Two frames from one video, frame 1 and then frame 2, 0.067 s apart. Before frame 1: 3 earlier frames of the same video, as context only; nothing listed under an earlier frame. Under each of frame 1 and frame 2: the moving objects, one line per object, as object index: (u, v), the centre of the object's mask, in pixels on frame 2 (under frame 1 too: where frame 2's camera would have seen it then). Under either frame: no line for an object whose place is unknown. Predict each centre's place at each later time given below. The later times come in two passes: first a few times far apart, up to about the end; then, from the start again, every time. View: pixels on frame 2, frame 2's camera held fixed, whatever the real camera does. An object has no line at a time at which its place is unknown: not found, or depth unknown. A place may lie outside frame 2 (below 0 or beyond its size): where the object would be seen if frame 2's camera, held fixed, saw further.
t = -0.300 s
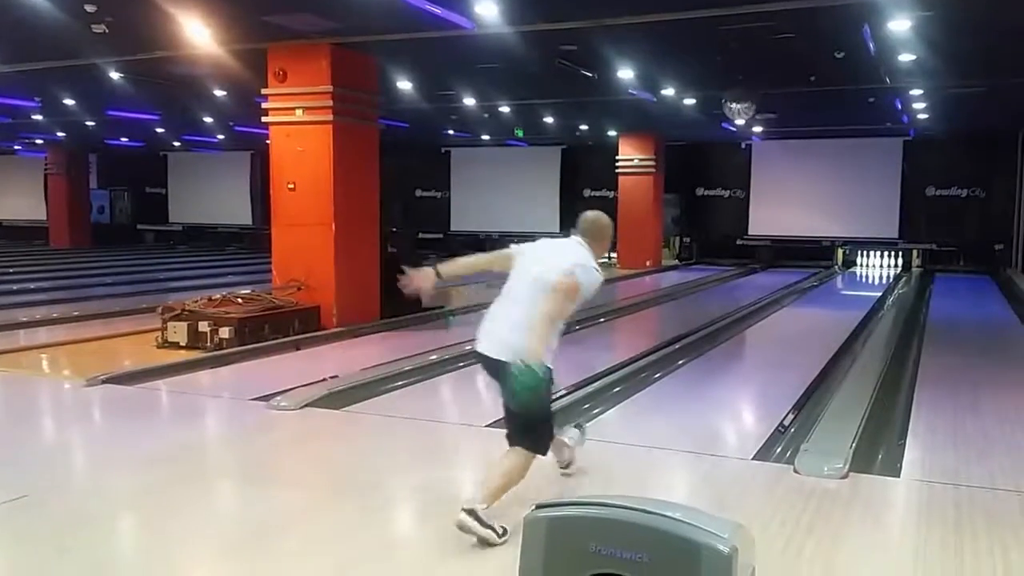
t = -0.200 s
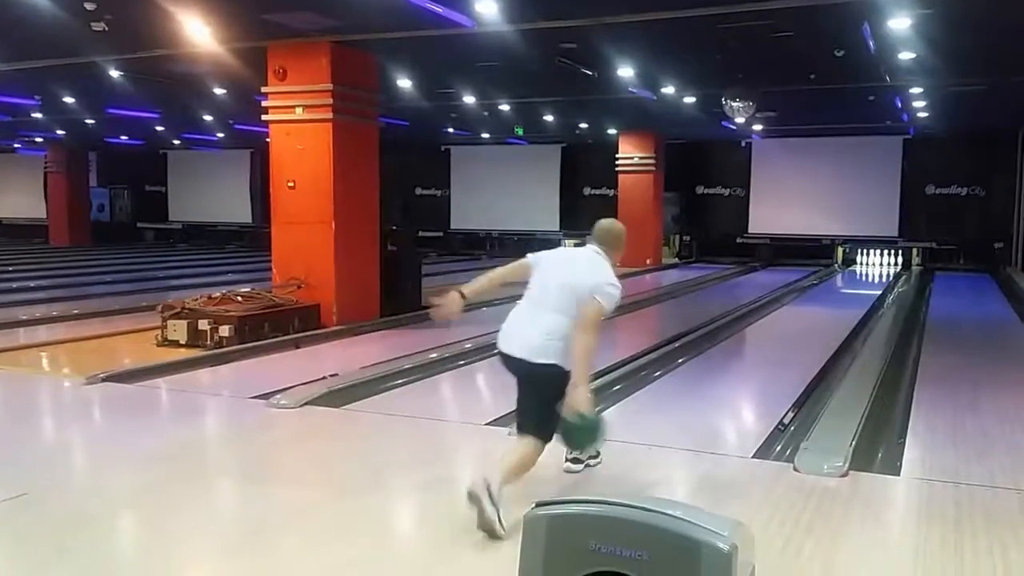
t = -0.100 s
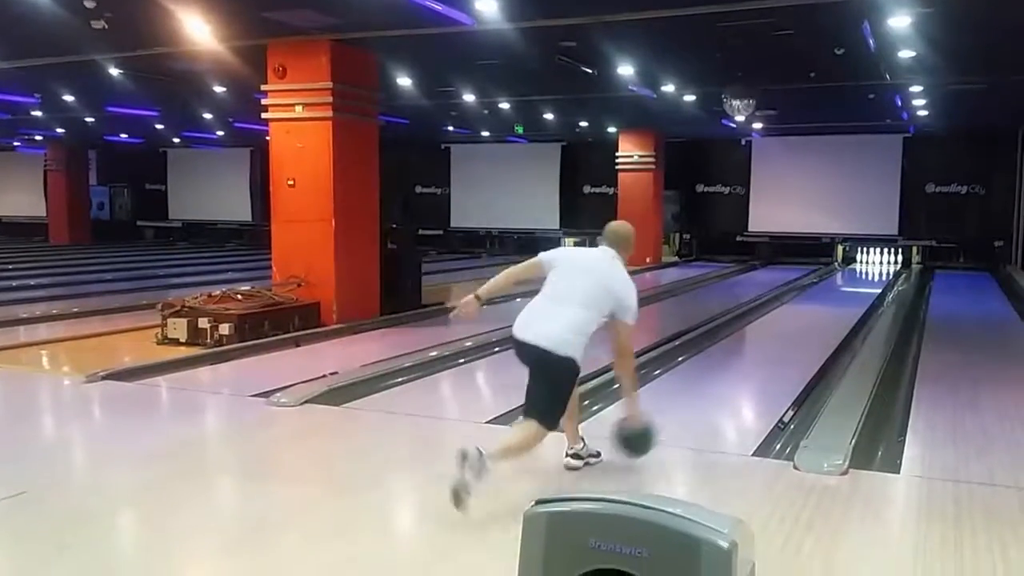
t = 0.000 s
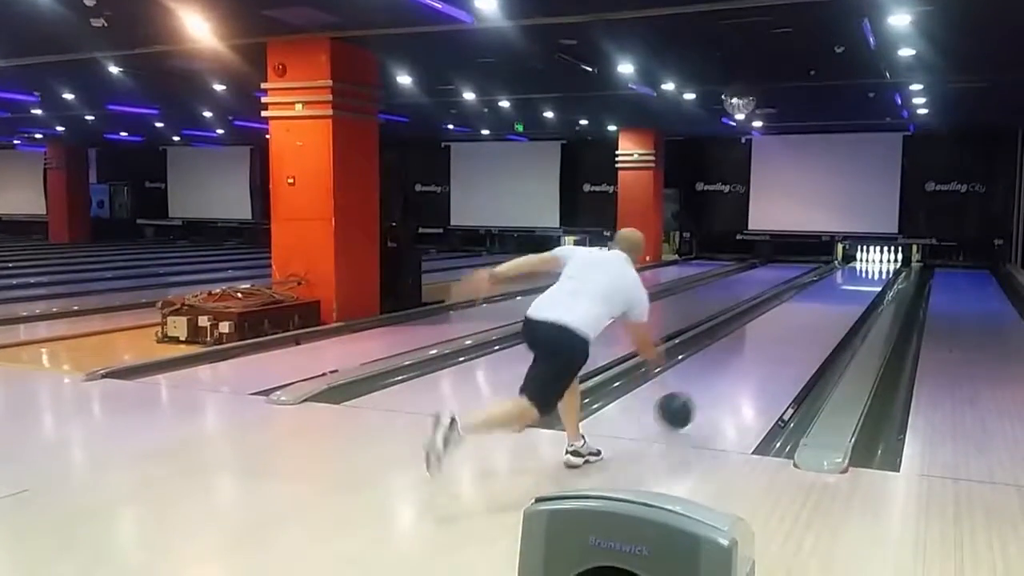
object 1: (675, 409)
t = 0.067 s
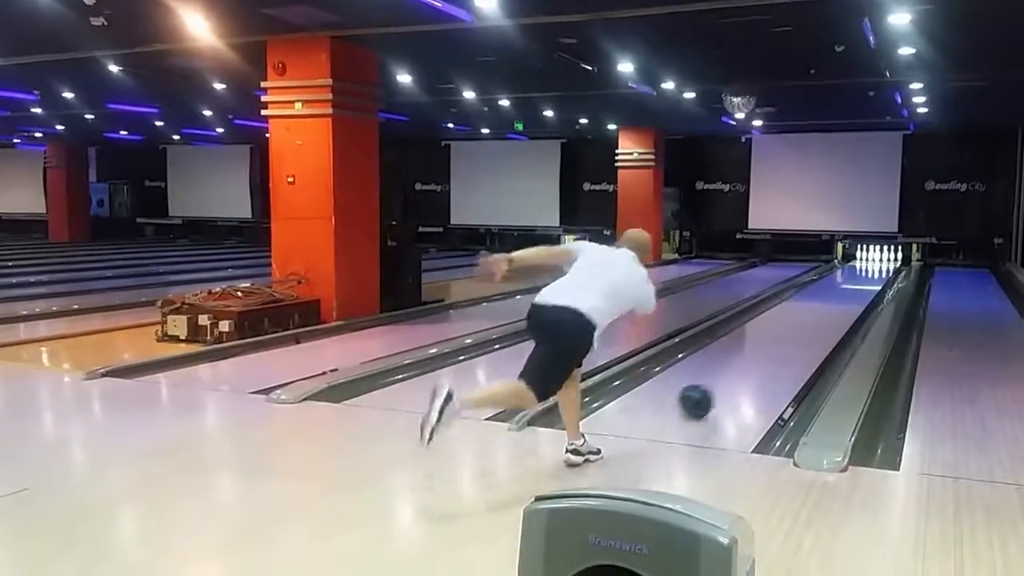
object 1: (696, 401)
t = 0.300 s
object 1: (748, 360)
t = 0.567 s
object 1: (784, 331)
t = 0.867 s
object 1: (809, 309)
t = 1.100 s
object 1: (824, 297)
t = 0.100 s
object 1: (704, 395)
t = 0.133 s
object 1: (713, 389)
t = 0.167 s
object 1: (721, 382)
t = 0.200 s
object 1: (728, 376)
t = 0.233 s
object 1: (735, 371)
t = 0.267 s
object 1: (741, 365)
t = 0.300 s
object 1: (748, 360)
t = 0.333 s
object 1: (753, 356)
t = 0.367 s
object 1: (758, 351)
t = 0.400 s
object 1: (763, 348)
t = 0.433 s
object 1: (768, 344)
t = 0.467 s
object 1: (772, 340)
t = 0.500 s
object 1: (776, 337)
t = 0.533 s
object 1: (780, 334)
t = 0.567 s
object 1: (784, 331)
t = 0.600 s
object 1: (787, 328)
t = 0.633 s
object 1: (790, 325)
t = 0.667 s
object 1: (793, 322)
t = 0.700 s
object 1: (796, 320)
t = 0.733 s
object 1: (799, 317)
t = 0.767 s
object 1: (802, 315)
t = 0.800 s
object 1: (804, 313)
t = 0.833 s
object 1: (807, 311)
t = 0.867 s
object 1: (809, 309)
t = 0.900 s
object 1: (812, 307)
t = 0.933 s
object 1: (814, 305)
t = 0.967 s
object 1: (816, 303)
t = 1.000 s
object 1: (818, 302)
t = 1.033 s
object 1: (820, 300)
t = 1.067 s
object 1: (822, 298)
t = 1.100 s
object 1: (824, 297)
